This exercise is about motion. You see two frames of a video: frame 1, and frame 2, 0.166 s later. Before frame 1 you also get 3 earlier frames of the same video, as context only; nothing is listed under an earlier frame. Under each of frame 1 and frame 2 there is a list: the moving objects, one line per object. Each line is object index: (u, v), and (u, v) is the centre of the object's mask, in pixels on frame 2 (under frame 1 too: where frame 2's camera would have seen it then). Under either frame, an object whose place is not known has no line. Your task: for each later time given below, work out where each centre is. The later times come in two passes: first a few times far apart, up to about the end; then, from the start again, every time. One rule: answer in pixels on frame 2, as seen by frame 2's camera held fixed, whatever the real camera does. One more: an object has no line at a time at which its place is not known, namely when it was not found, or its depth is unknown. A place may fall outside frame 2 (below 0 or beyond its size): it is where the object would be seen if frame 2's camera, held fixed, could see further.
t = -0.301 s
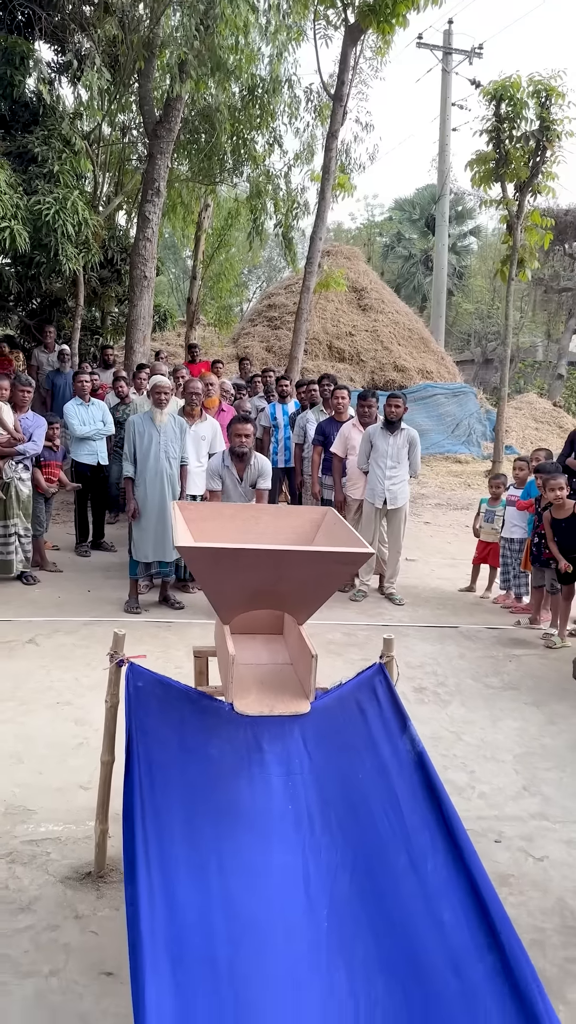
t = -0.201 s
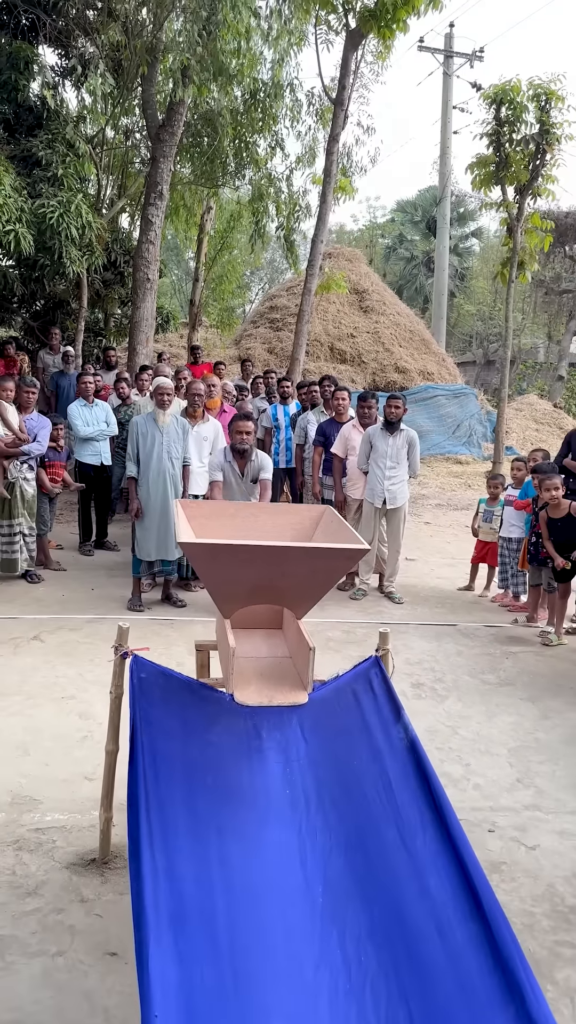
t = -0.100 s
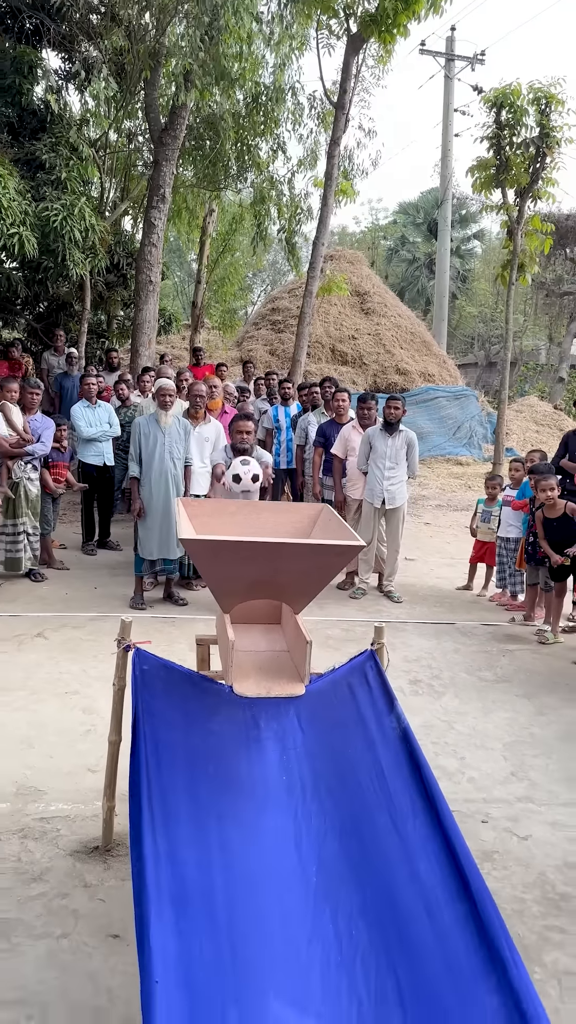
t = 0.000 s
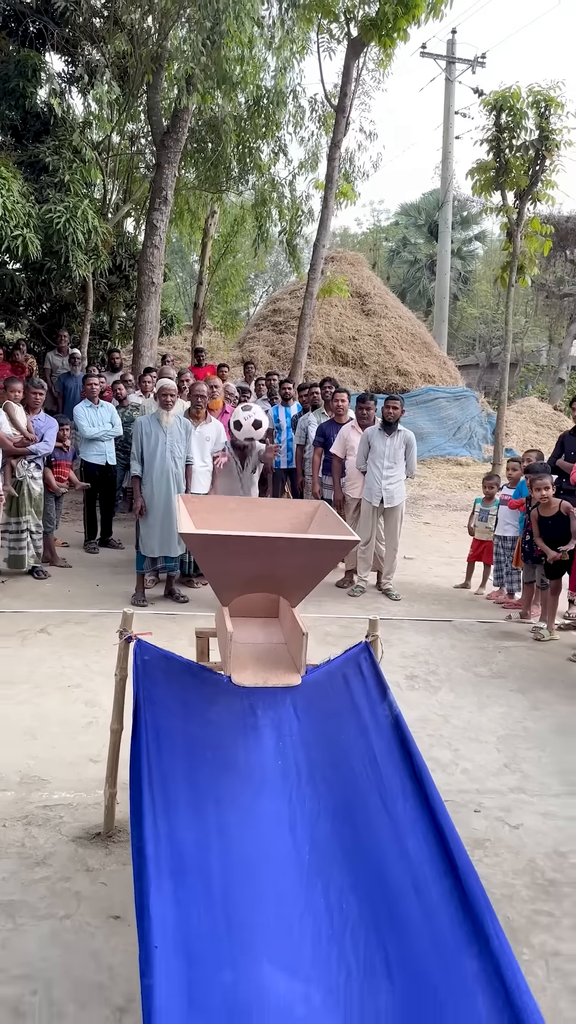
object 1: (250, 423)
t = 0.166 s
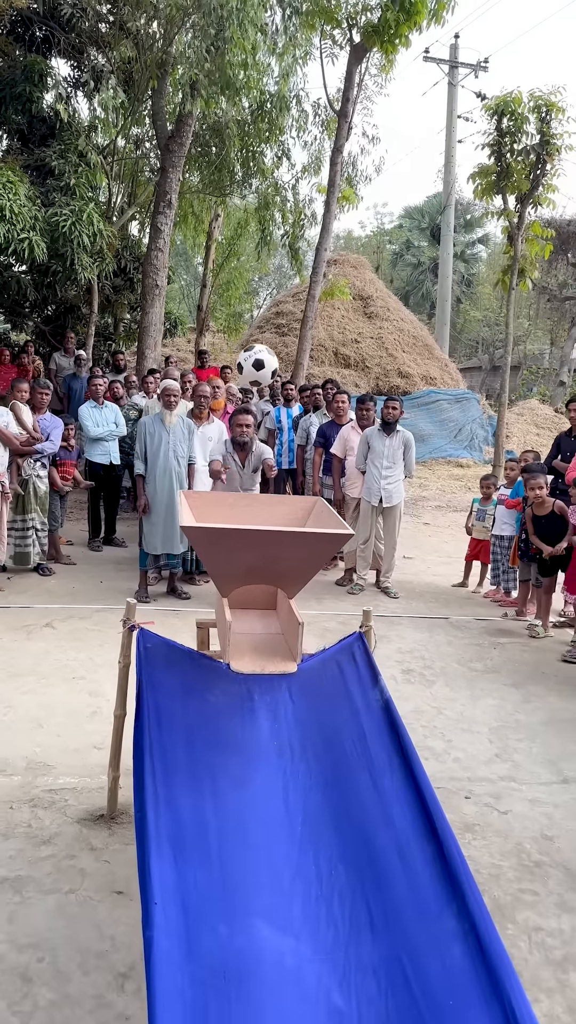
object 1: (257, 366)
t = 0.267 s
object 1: (260, 354)
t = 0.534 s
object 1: (268, 431)
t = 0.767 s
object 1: (262, 507)
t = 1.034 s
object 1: (282, 490)
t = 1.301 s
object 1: (283, 501)
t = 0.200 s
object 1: (258, 360)
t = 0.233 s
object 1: (260, 355)
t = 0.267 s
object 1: (260, 354)
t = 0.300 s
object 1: (261, 354)
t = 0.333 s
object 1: (263, 357)
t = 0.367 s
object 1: (264, 362)
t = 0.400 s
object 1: (265, 370)
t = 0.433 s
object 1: (266, 380)
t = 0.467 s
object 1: (266, 394)
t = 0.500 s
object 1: (267, 411)
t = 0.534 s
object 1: (268, 431)
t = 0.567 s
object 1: (268, 456)
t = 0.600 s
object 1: (269, 484)
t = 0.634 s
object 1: (268, 509)
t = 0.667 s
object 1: (267, 518)
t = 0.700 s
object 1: (265, 514)
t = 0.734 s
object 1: (262, 512)
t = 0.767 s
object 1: (262, 507)
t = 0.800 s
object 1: (265, 499)
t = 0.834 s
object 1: (268, 490)
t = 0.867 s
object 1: (271, 483)
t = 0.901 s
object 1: (273, 479)
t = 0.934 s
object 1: (275, 477)
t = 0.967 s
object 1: (278, 479)
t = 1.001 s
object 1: (280, 483)
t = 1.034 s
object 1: (282, 490)
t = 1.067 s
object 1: (284, 498)
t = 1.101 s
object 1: (284, 489)
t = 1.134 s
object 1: (285, 484)
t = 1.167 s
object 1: (285, 482)
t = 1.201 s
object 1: (284, 483)
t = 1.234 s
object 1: (284, 486)
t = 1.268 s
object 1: (283, 493)
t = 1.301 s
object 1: (283, 501)
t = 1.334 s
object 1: (282, 508)
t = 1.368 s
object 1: (282, 516)
